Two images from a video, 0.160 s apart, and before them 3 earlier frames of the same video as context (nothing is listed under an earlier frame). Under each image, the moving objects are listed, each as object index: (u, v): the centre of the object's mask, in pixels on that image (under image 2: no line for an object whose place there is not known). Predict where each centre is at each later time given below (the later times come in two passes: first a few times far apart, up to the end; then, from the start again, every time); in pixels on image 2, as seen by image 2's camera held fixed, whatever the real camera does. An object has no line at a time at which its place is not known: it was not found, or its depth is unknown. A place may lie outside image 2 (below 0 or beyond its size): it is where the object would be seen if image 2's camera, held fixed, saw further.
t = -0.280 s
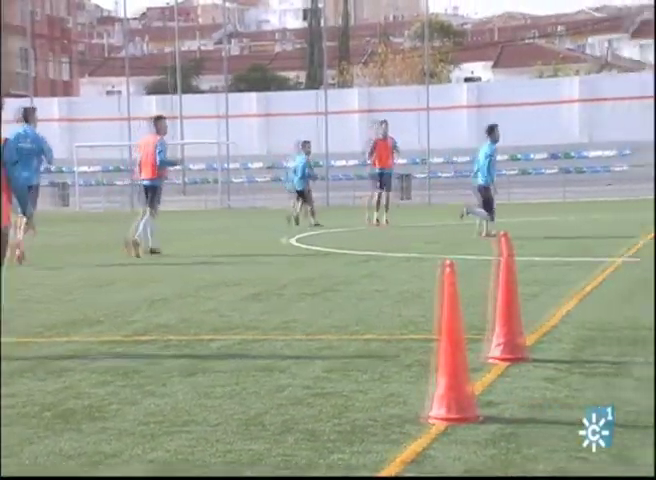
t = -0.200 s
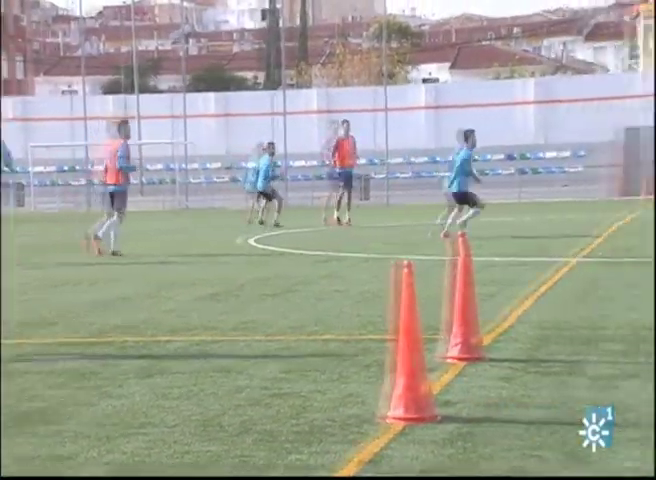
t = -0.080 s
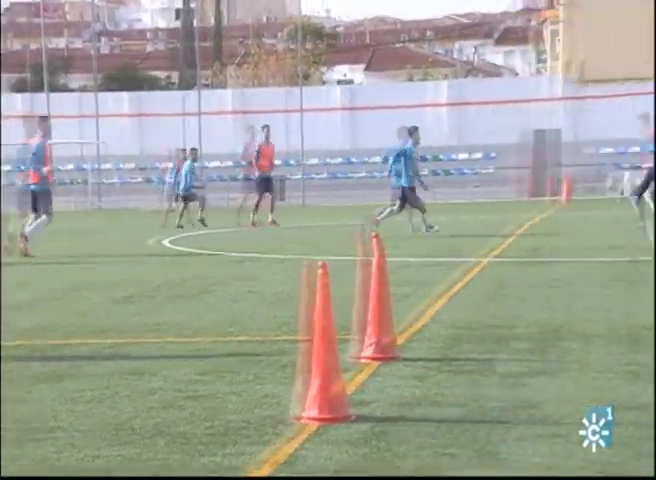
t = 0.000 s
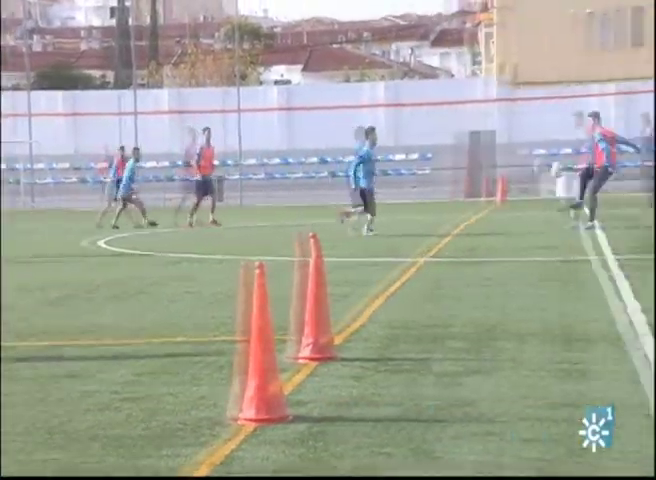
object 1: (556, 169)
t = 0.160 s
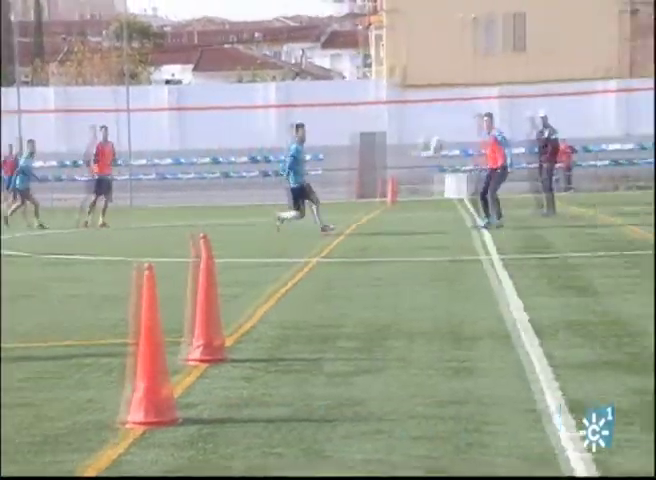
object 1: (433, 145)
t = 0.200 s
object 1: (433, 142)
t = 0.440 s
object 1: (431, 148)
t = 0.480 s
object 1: (431, 154)
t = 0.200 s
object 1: (433, 142)
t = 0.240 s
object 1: (433, 140)
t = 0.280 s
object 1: (431, 138)
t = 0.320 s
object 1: (432, 138)
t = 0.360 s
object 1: (431, 139)
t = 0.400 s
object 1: (431, 142)
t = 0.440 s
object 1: (431, 148)
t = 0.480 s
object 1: (431, 154)
